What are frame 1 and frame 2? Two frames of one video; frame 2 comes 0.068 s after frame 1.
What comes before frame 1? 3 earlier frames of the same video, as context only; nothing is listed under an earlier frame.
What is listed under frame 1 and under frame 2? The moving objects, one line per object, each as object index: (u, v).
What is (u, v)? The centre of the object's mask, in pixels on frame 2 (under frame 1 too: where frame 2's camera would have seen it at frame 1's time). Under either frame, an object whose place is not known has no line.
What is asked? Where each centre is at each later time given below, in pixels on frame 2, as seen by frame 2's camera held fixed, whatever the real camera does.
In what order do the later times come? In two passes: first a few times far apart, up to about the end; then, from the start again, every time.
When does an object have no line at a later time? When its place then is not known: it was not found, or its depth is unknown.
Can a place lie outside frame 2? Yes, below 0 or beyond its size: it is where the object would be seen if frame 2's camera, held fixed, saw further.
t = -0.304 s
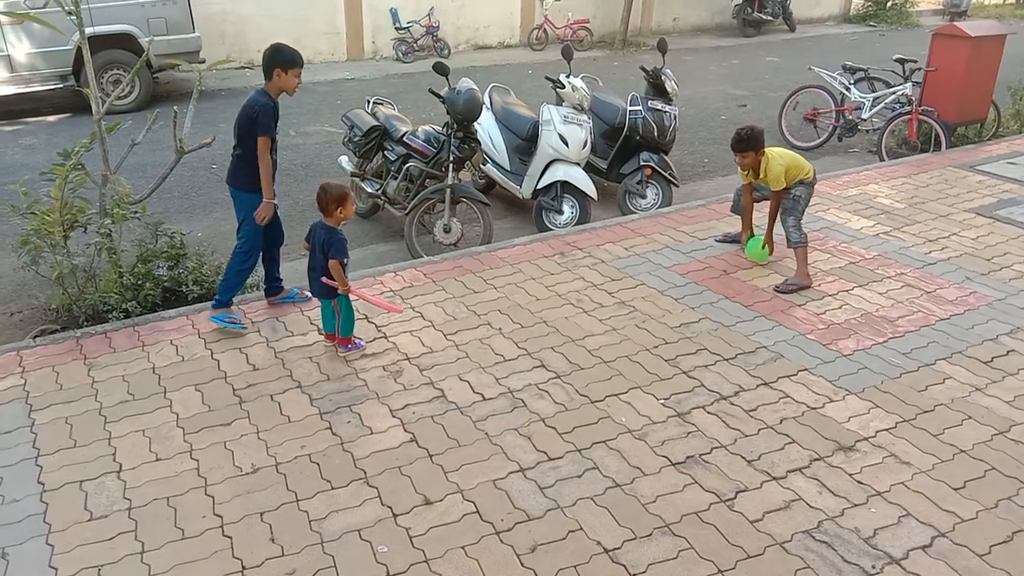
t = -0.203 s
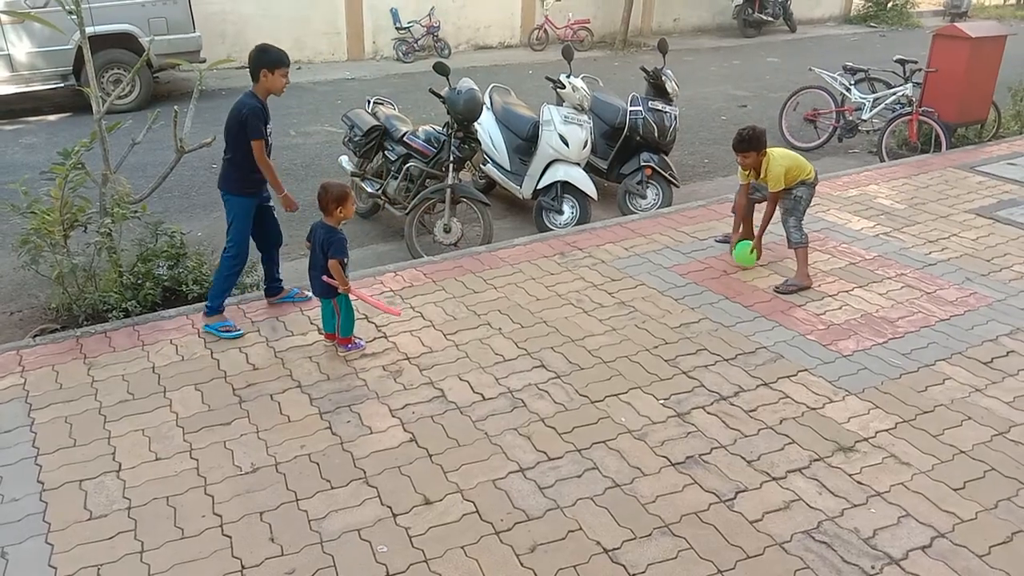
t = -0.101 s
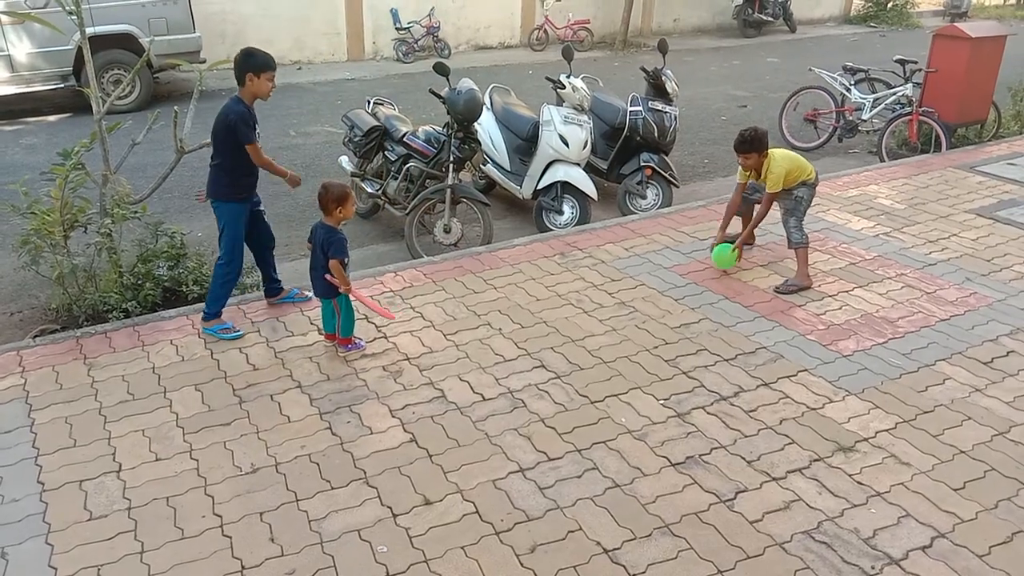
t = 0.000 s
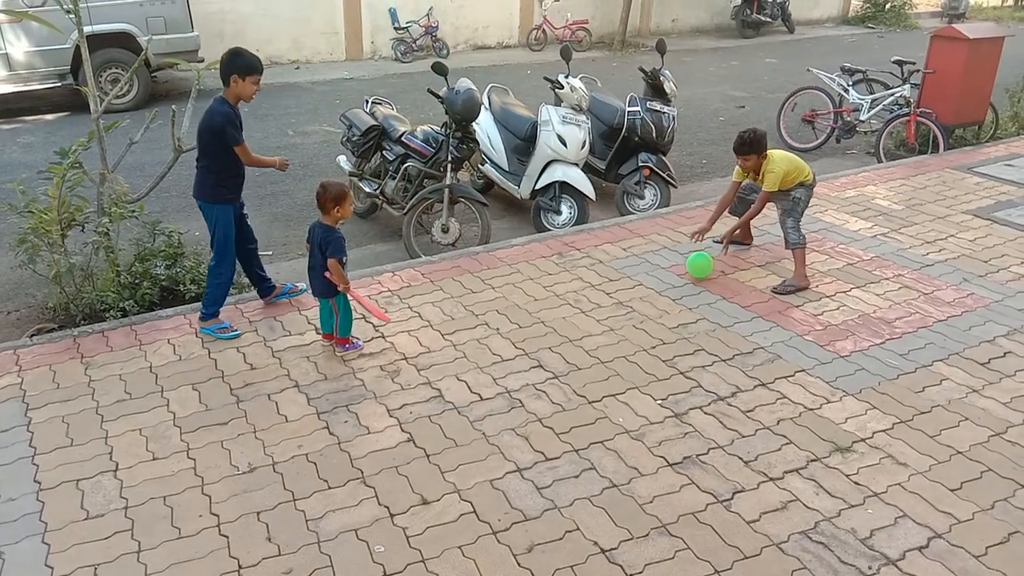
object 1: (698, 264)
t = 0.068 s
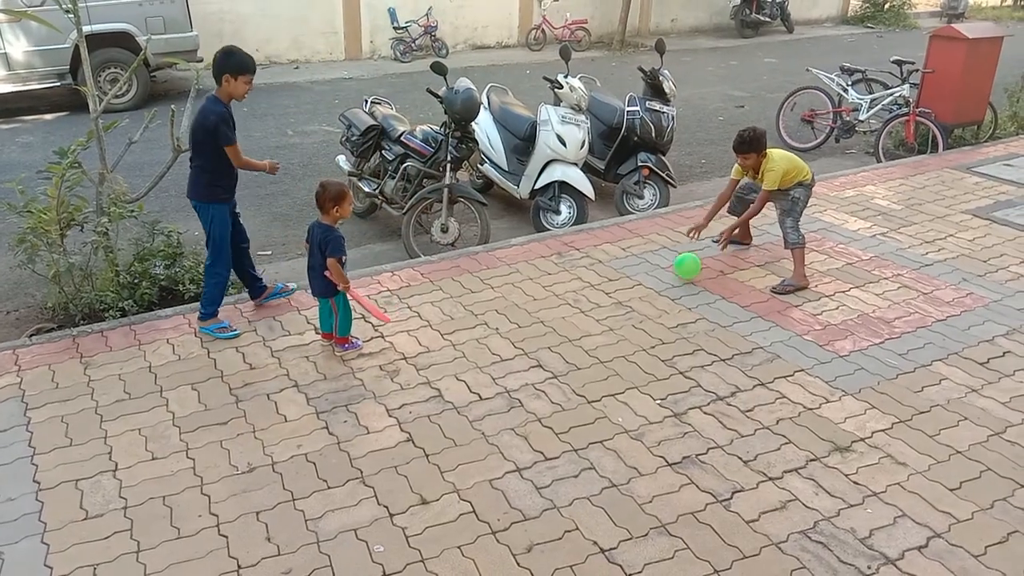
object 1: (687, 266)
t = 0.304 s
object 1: (647, 276)
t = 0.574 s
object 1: (598, 286)
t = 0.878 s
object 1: (539, 295)
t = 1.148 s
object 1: (489, 301)
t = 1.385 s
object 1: (443, 307)
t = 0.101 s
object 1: (681, 269)
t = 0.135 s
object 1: (675, 271)
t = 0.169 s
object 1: (671, 270)
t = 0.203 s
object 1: (665, 272)
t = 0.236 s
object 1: (659, 276)
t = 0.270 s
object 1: (653, 275)
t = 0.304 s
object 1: (647, 276)
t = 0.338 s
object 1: (640, 279)
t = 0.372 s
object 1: (634, 280)
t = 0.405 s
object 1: (628, 280)
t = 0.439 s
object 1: (622, 282)
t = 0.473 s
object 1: (616, 283)
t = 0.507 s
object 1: (611, 283)
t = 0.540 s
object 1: (605, 285)
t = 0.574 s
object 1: (598, 286)
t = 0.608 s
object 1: (592, 287)
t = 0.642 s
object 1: (586, 288)
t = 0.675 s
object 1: (580, 289)
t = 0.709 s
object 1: (573, 290)
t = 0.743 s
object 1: (566, 291)
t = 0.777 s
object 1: (559, 292)
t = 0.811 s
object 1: (552, 293)
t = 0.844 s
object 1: (545, 294)
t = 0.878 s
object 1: (539, 295)
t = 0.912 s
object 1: (532, 296)
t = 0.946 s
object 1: (527, 296)
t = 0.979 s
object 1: (521, 295)
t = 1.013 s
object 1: (515, 295)
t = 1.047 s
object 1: (509, 298)
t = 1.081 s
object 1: (503, 298)
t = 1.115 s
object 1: (496, 299)
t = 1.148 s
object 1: (489, 301)
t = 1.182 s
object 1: (483, 301)
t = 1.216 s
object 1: (476, 302)
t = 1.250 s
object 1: (468, 303)
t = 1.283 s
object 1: (462, 304)
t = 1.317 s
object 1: (455, 305)
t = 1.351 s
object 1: (449, 306)
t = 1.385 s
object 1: (443, 307)
